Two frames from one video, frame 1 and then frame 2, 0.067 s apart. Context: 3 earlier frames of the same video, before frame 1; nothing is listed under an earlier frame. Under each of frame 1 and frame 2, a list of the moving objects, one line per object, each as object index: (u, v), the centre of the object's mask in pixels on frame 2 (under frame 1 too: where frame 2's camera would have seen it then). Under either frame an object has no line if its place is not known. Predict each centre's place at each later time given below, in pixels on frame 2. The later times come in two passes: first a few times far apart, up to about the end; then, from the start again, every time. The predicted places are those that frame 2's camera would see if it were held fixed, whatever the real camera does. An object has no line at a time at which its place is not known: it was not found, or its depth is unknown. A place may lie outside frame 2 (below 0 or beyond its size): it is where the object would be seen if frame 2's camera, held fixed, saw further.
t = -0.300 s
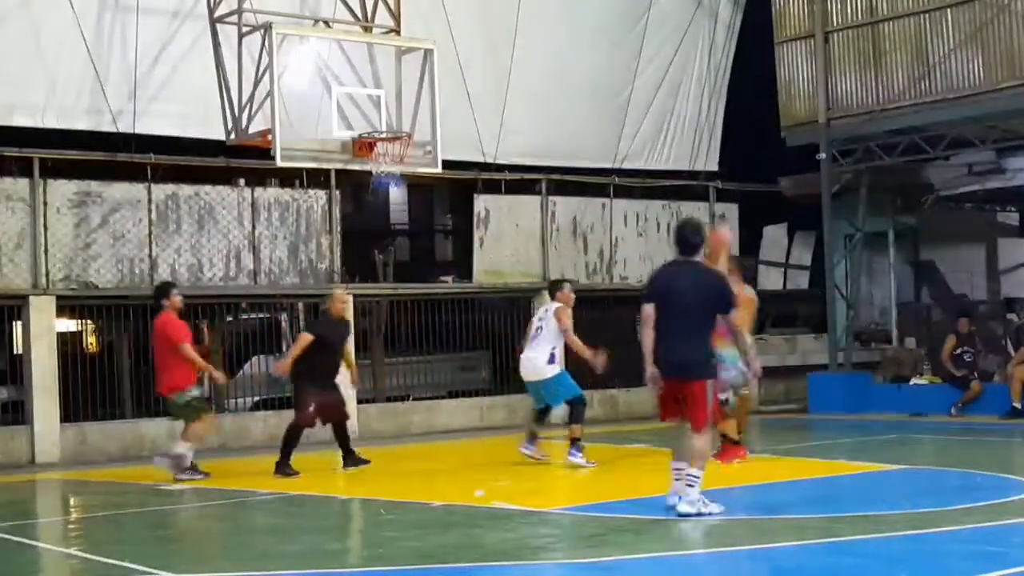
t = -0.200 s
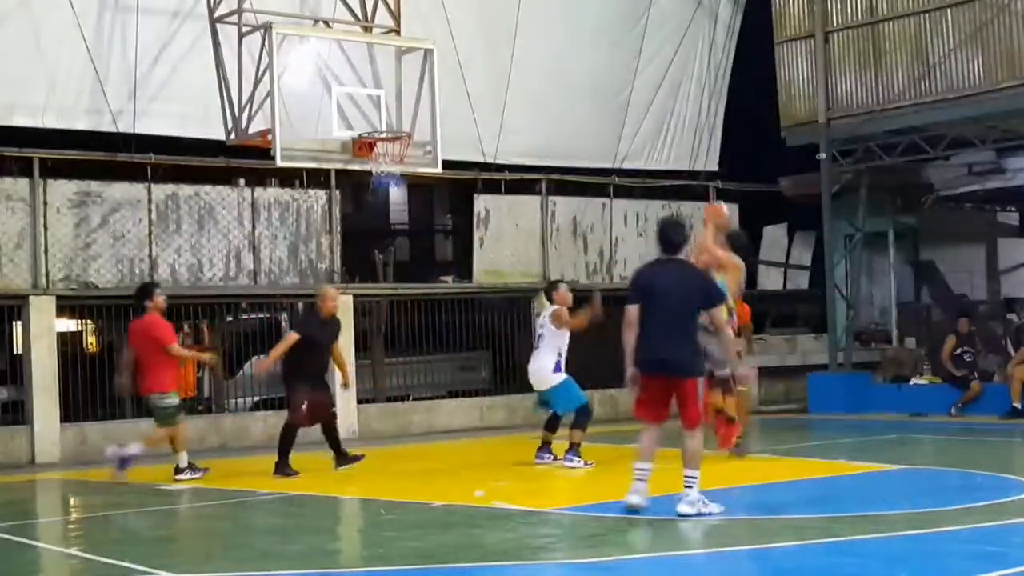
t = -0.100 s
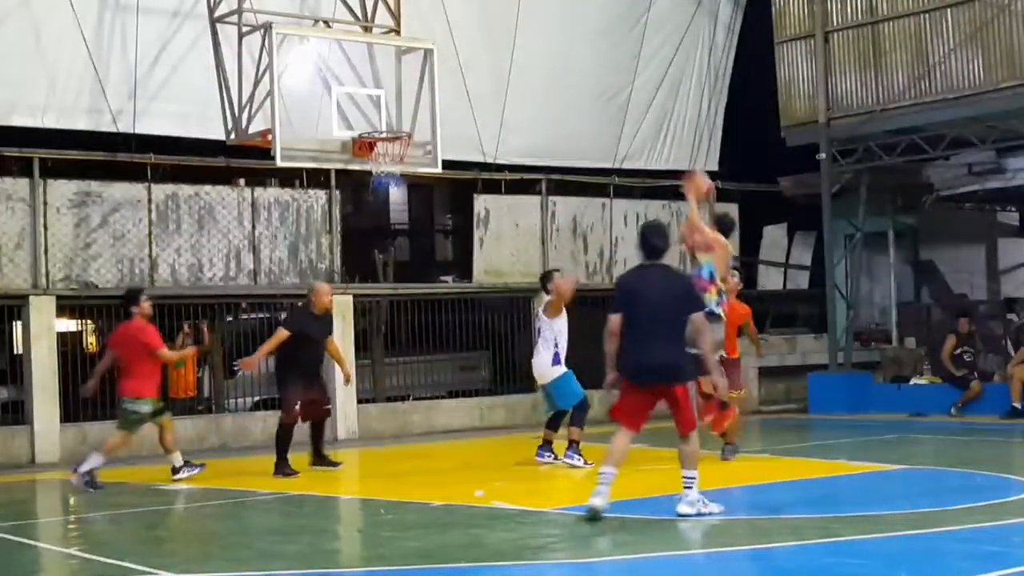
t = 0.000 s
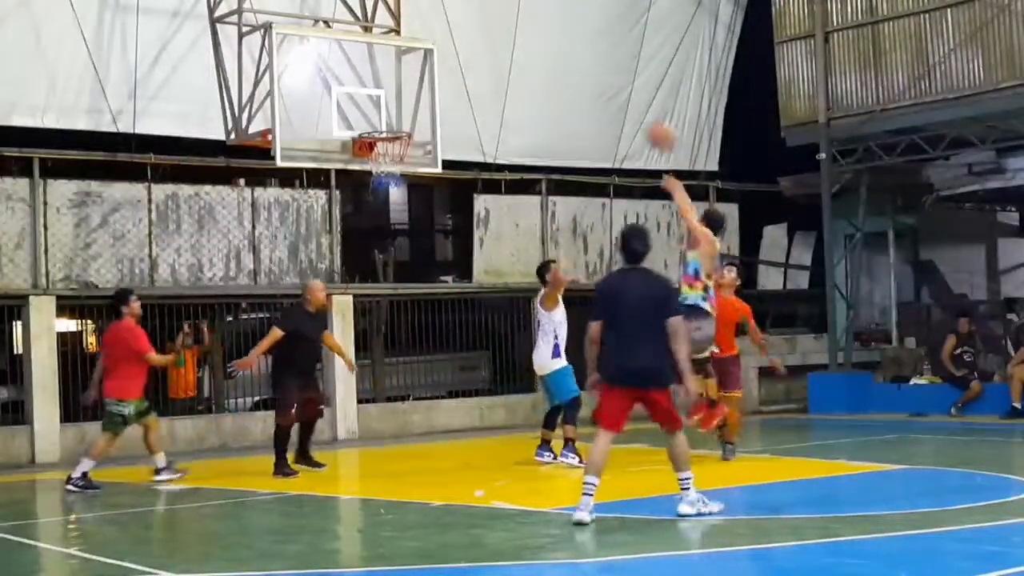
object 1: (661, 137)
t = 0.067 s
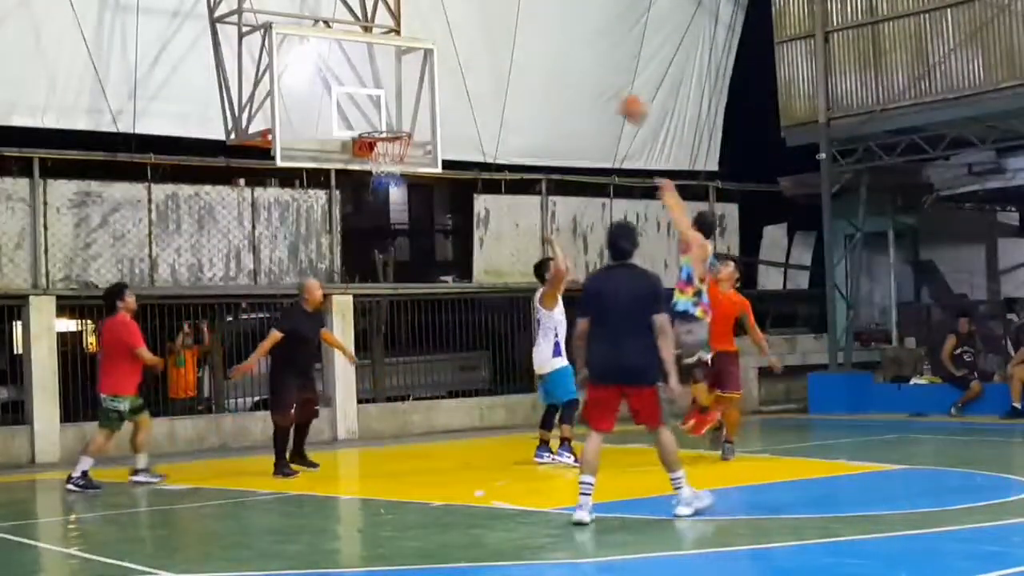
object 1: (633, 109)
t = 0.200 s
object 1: (579, 67)
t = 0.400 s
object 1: (510, 49)
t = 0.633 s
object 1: (434, 82)
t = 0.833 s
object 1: (380, 155)
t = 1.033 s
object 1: (366, 191)
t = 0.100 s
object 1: (619, 97)
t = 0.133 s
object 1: (606, 86)
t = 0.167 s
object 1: (593, 77)
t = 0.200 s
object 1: (579, 67)
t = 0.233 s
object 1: (567, 62)
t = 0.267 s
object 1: (556, 57)
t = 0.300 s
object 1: (544, 53)
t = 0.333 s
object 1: (534, 50)
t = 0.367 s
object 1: (522, 49)
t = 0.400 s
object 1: (510, 49)
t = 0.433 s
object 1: (499, 49)
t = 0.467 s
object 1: (488, 51)
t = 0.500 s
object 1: (476, 55)
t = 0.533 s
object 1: (465, 60)
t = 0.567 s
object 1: (454, 66)
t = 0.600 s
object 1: (444, 73)
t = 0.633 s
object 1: (434, 82)
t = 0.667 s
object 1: (421, 91)
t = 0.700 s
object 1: (411, 102)
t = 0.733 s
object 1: (403, 114)
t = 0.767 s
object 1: (392, 126)
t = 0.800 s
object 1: (385, 143)
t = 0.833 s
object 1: (380, 155)
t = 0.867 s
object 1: (364, 158)
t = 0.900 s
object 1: (372, 167)
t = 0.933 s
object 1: (371, 172)
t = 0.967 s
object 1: (368, 178)
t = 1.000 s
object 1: (367, 184)
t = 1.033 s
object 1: (366, 191)
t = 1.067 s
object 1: (365, 201)
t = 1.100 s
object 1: (364, 211)
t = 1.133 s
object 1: (363, 223)
